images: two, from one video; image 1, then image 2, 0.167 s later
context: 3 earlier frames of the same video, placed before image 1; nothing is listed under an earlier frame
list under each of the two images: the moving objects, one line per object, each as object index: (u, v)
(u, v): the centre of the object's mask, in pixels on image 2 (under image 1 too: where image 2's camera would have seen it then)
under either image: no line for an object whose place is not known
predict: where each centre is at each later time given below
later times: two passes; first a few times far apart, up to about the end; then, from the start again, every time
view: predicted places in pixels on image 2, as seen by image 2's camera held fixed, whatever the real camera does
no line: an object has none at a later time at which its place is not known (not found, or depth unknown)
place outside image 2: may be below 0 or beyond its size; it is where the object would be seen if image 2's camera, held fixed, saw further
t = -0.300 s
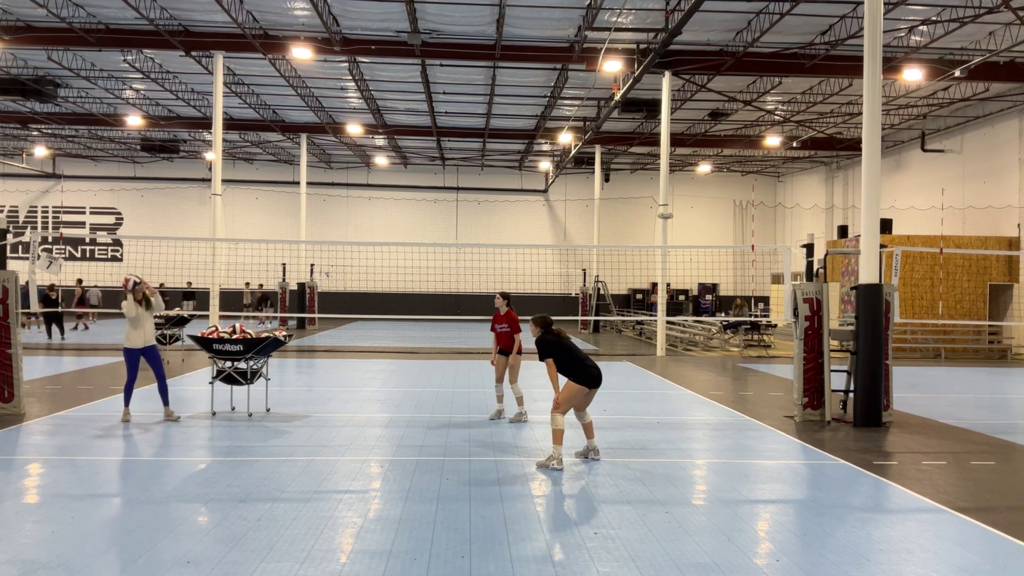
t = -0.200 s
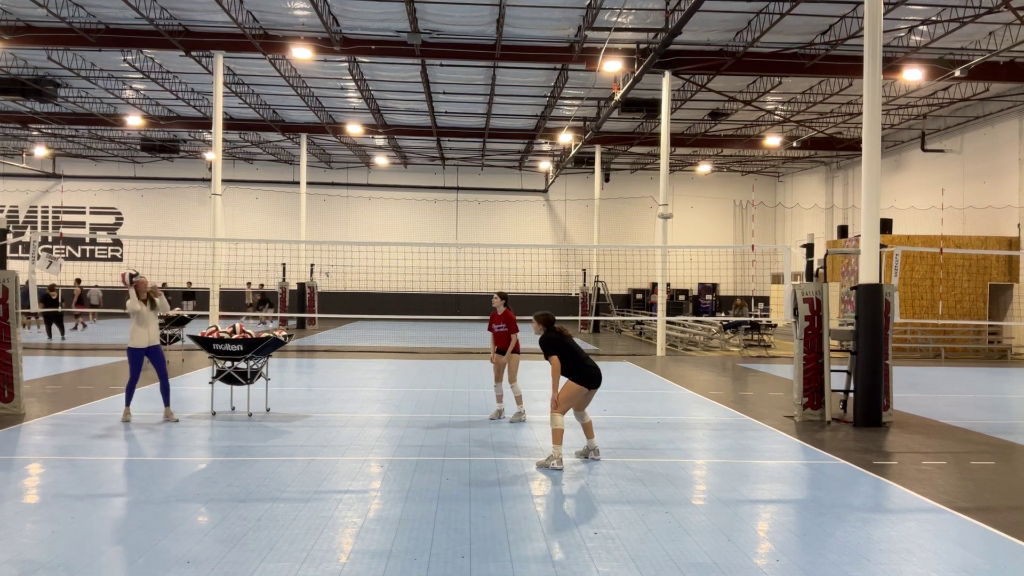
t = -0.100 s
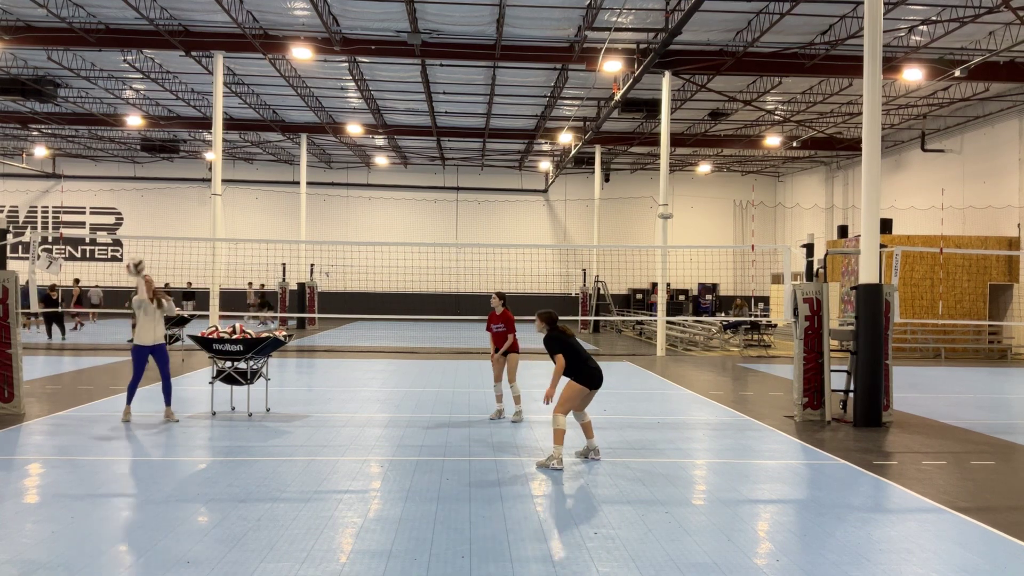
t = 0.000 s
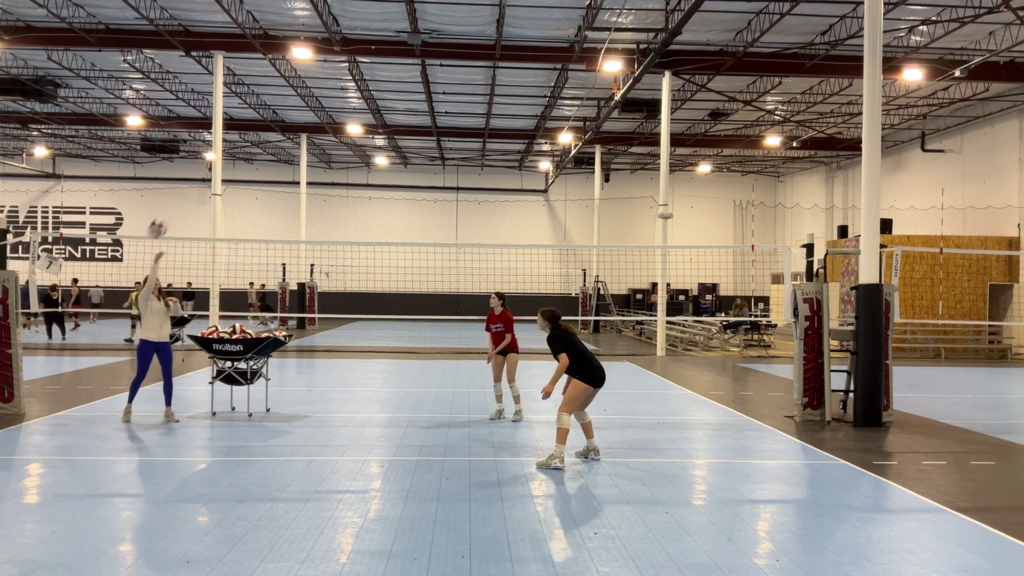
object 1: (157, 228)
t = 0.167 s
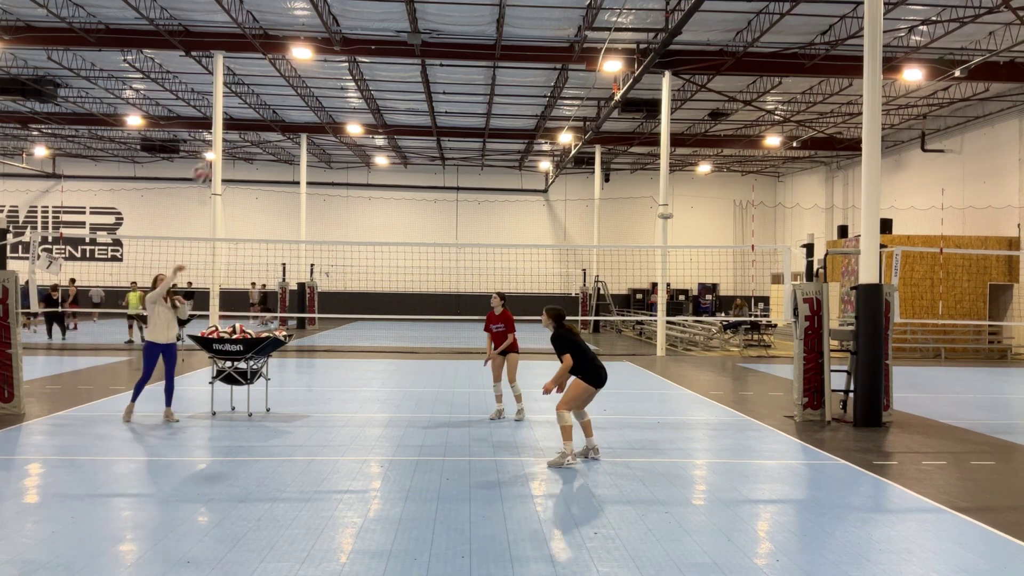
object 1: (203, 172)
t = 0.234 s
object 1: (222, 157)
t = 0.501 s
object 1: (294, 129)
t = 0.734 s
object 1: (365, 160)
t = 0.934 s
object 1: (428, 230)
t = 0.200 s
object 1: (211, 166)
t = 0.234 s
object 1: (222, 157)
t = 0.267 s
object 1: (230, 150)
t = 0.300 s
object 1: (238, 145)
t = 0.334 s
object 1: (248, 139)
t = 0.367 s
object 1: (257, 135)
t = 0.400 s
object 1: (266, 132)
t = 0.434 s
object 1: (275, 130)
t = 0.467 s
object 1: (285, 129)
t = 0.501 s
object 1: (294, 129)
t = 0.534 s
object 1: (305, 131)
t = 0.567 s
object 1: (314, 132)
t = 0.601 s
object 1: (324, 136)
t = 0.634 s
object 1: (334, 140)
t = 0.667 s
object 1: (345, 145)
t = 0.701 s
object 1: (356, 152)
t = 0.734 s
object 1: (365, 160)
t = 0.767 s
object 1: (374, 169)
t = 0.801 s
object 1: (386, 179)
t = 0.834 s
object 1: (396, 190)
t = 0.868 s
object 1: (407, 202)
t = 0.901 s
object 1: (417, 215)
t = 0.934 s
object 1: (428, 230)
